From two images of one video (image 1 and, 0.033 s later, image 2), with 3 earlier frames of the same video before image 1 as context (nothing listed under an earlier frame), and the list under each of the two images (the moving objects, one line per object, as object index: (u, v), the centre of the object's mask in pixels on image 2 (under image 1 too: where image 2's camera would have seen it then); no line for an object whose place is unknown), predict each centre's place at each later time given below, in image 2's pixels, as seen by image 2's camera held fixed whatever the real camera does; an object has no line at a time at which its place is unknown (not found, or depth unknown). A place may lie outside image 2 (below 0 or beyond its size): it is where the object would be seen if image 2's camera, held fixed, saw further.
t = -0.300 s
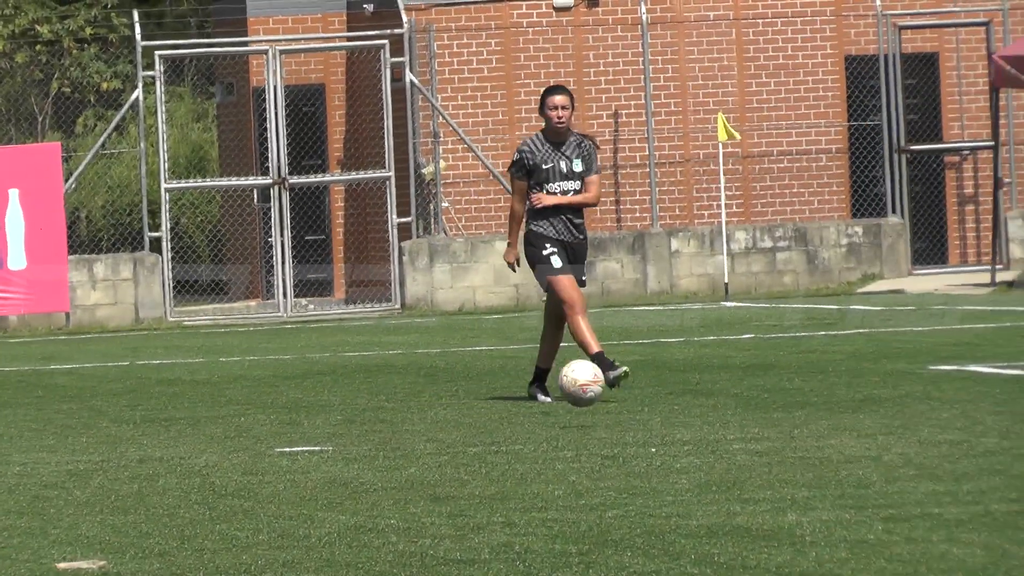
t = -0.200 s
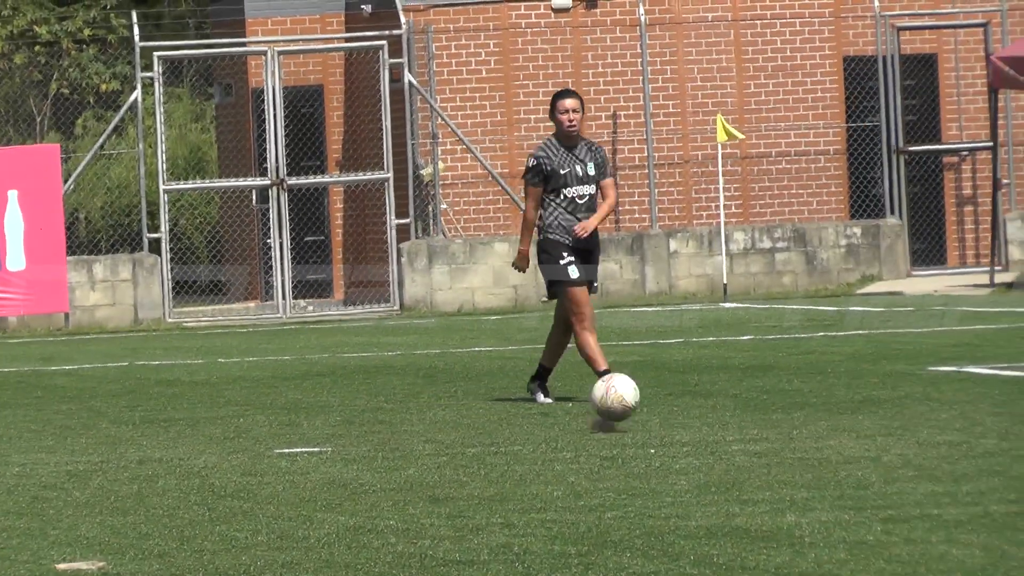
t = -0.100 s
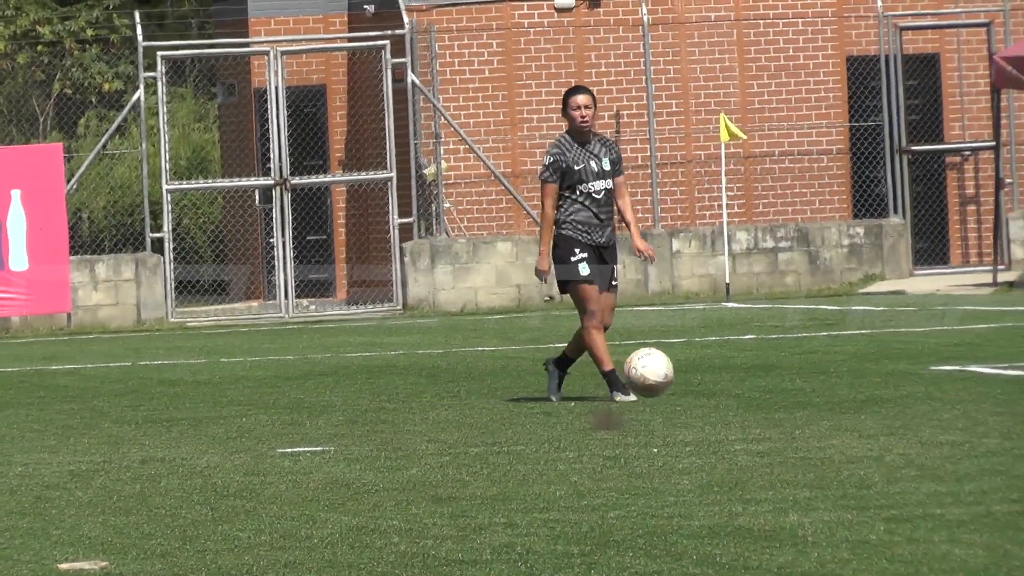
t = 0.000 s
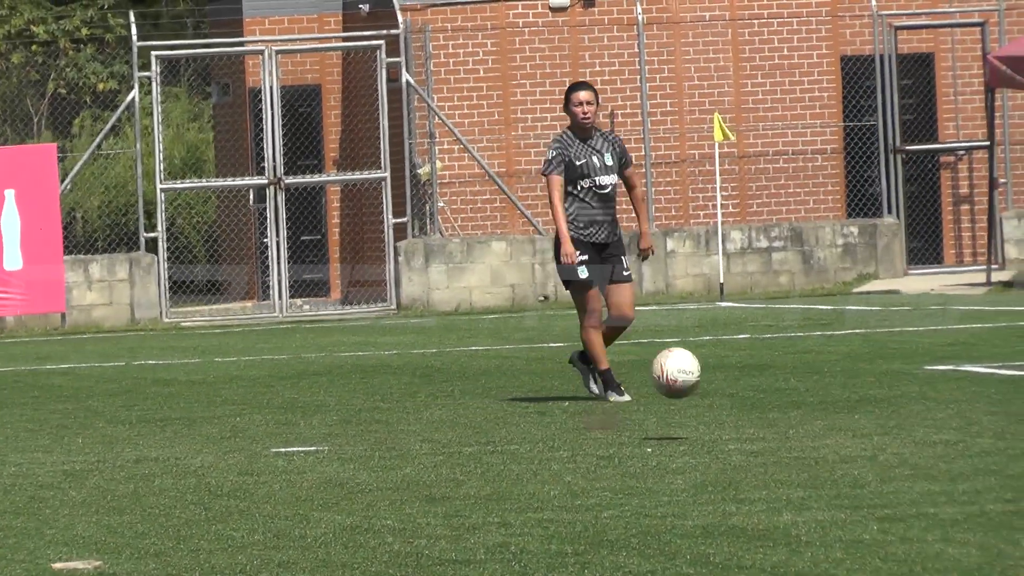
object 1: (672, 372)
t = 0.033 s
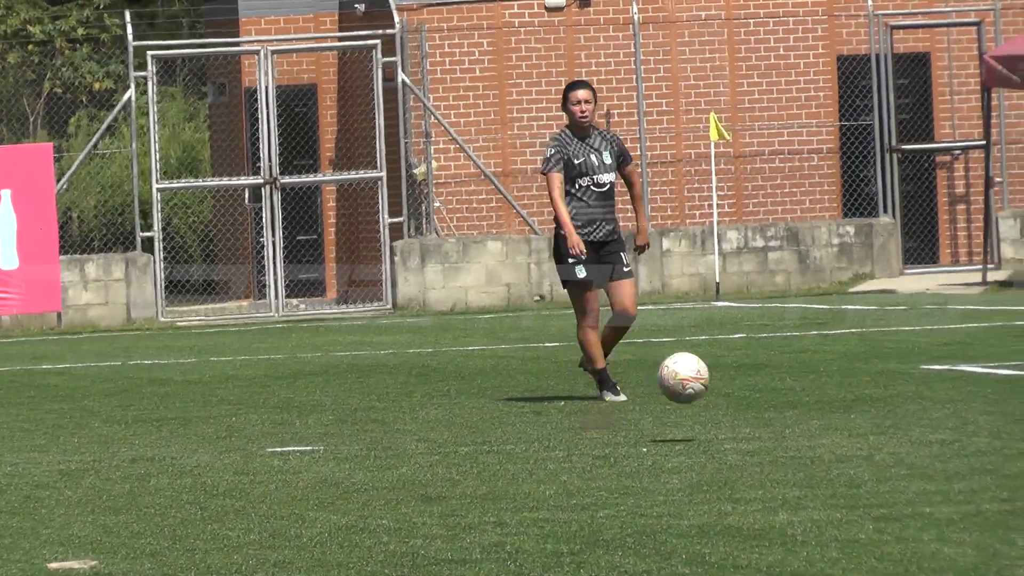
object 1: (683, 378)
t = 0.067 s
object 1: (695, 387)
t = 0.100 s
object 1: (707, 400)
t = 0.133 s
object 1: (720, 414)
